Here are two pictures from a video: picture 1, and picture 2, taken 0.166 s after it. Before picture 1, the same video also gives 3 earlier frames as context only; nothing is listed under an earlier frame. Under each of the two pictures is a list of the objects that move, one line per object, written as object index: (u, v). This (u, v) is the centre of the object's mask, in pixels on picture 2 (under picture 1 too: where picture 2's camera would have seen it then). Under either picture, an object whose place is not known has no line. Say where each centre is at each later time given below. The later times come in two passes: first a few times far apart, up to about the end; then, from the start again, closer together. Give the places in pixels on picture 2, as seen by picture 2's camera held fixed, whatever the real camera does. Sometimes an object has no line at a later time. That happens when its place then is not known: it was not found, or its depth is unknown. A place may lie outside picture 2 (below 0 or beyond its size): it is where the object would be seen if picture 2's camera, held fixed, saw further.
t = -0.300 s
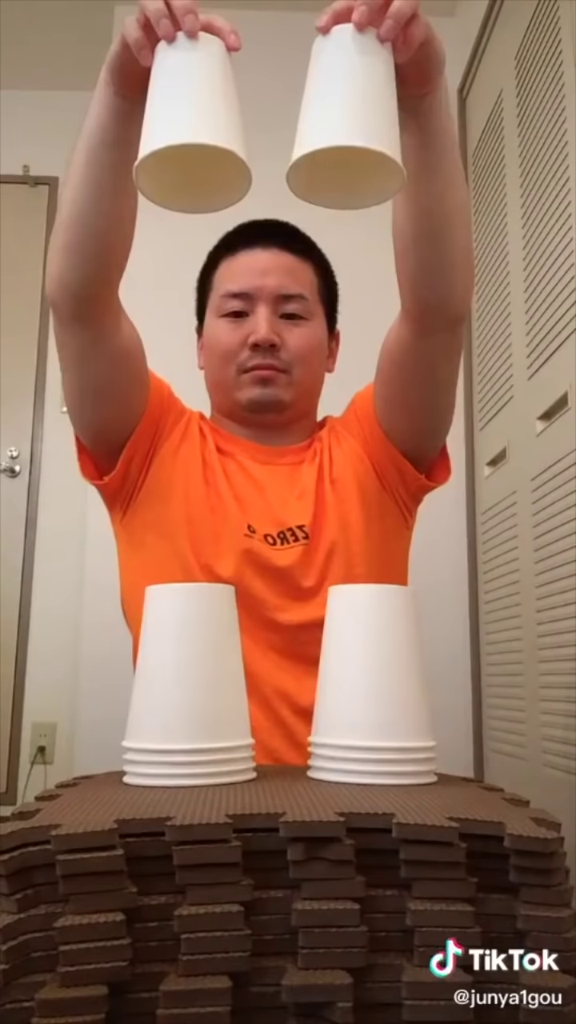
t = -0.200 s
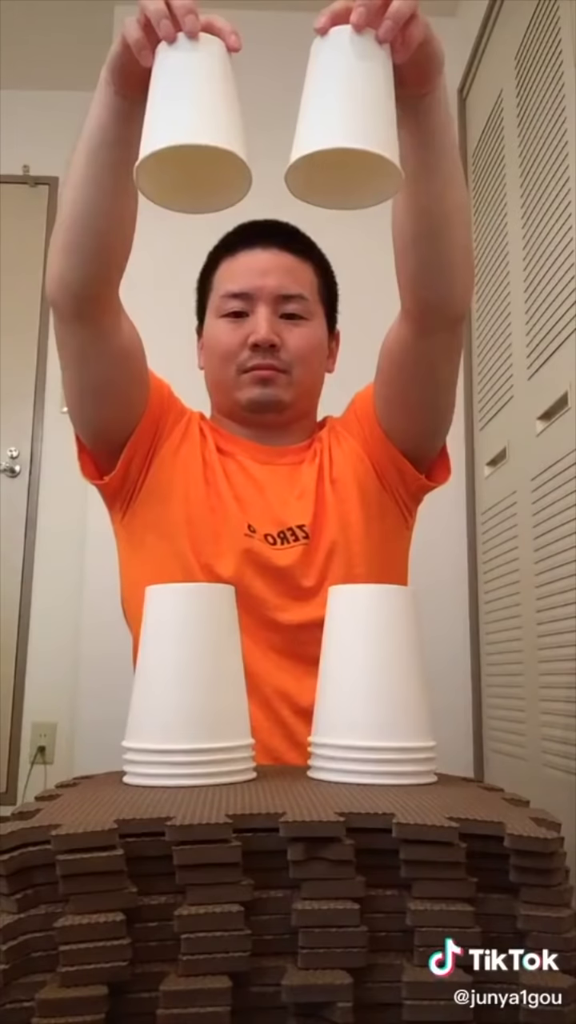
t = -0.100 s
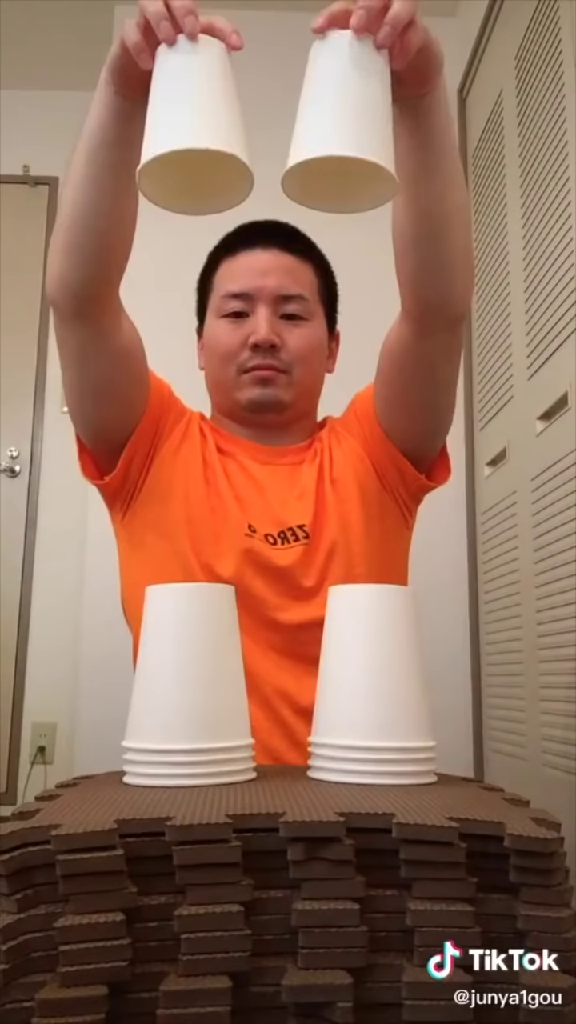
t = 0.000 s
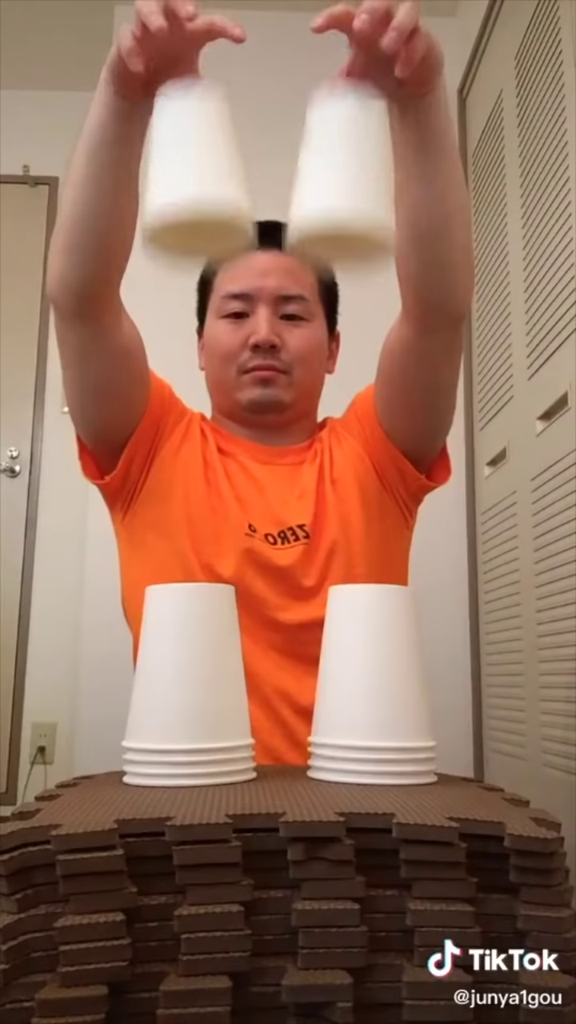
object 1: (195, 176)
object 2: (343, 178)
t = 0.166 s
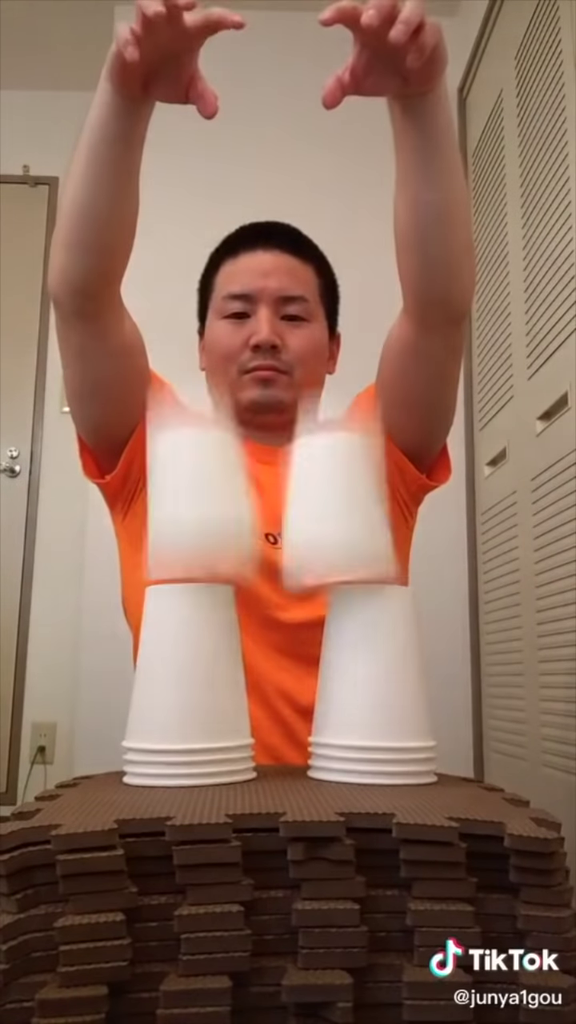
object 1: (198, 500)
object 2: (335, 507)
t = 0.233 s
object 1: (161, 538)
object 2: (360, 548)
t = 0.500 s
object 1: (171, 568)
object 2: (398, 581)
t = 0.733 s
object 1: (185, 650)
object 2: (384, 601)
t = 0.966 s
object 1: (185, 653)
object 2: (382, 657)
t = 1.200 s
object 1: (185, 654)
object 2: (381, 659)
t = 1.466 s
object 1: (184, 654)
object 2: (381, 661)
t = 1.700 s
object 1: (184, 654)
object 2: (383, 661)
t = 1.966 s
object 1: (185, 654)
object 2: (383, 661)
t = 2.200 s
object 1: (197, 652)
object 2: (397, 658)
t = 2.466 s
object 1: (186, 651)
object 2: (393, 660)
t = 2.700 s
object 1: (178, 654)
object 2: (394, 661)
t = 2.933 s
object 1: (179, 654)
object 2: (394, 660)
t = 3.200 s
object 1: (179, 653)
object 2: (394, 661)
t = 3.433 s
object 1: (179, 653)
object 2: (394, 662)
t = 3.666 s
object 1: (178, 654)
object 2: (394, 661)
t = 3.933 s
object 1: (179, 654)
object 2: (394, 660)
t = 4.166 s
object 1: (179, 653)
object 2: (391, 661)
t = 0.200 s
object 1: (188, 523)
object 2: (337, 528)
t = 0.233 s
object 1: (161, 538)
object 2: (360, 548)
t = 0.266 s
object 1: (136, 563)
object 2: (368, 560)
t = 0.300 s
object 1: (130, 556)
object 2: (382, 570)
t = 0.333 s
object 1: (129, 555)
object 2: (392, 571)
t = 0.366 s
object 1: (134, 549)
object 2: (398, 573)
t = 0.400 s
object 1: (139, 552)
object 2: (401, 576)
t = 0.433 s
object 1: (152, 556)
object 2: (403, 578)
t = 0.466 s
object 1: (163, 559)
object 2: (401, 580)
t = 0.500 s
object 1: (171, 568)
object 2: (398, 581)
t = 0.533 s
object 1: (176, 580)
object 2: (395, 581)
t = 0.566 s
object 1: (182, 593)
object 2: (392, 582)
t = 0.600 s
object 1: (184, 609)
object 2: (390, 582)
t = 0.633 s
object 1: (186, 633)
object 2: (388, 584)
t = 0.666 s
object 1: (186, 641)
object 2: (386, 588)
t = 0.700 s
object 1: (184, 647)
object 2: (385, 593)
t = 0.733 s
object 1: (185, 650)
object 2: (384, 601)
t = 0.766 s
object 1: (185, 653)
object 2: (383, 611)
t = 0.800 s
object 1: (185, 652)
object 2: (382, 627)
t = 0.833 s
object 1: (185, 651)
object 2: (382, 641)
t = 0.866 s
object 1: (185, 652)
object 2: (381, 650)
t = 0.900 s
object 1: (185, 651)
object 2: (381, 653)
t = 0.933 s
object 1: (185, 652)
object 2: (381, 654)
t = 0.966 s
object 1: (185, 653)
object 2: (382, 657)
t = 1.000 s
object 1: (185, 653)
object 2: (381, 657)
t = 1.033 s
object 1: (184, 654)
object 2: (381, 657)
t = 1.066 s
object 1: (185, 654)
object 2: (381, 659)
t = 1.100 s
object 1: (185, 654)
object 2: (381, 658)
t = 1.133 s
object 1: (185, 653)
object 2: (381, 658)
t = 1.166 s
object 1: (185, 654)
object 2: (381, 660)
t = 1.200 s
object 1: (185, 654)
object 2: (381, 659)
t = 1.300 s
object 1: (185, 653)
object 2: (382, 660)
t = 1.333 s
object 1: (184, 653)
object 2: (381, 660)
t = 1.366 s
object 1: (184, 653)
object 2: (381, 661)
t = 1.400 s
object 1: (184, 654)
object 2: (381, 661)
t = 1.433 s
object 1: (184, 654)
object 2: (381, 661)
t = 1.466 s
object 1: (184, 654)
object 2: (381, 661)
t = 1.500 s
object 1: (184, 654)
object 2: (380, 662)
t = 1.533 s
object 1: (184, 653)
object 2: (381, 661)
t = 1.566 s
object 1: (186, 654)
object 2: (382, 662)
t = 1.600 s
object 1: (184, 654)
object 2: (382, 662)
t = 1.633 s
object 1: (186, 654)
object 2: (383, 661)
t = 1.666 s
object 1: (186, 654)
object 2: (383, 662)
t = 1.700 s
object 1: (184, 654)
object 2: (383, 661)
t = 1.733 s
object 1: (185, 654)
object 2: (383, 661)
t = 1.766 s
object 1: (185, 654)
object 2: (383, 661)
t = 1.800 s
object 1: (185, 654)
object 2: (383, 661)
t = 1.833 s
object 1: (185, 654)
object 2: (383, 661)
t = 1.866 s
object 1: (185, 654)
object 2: (383, 661)
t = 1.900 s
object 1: (185, 654)
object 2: (383, 661)
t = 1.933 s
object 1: (185, 654)
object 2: (383, 661)
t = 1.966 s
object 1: (185, 654)
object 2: (383, 661)
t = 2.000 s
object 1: (185, 654)
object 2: (383, 661)
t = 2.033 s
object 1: (185, 654)
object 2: (383, 661)
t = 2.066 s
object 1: (185, 654)
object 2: (383, 661)
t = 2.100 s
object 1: (184, 653)
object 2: (382, 660)
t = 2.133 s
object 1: (184, 651)
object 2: (383, 657)
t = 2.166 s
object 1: (191, 652)
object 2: (392, 660)
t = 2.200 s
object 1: (197, 652)
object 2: (397, 658)
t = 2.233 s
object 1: (196, 649)
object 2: (394, 655)
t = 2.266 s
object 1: (188, 645)
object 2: (390, 653)
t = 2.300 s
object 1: (180, 646)
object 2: (390, 654)
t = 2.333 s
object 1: (173, 648)
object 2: (391, 660)
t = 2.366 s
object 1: (171, 650)
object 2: (393, 661)
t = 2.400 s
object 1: (173, 651)
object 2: (393, 660)
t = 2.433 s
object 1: (180, 651)
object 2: (393, 661)
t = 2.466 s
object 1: (186, 651)
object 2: (393, 660)
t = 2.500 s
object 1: (188, 651)
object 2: (394, 660)
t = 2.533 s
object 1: (184, 652)
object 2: (394, 661)
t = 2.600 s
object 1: (178, 653)
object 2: (394, 660)
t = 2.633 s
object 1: (180, 653)
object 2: (394, 660)
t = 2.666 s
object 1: (178, 654)
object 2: (394, 661)
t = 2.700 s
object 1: (178, 654)
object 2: (394, 661)
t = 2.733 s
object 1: (179, 654)
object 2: (394, 661)
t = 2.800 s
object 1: (178, 654)
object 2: (394, 661)
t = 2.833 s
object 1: (179, 653)
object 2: (394, 661)
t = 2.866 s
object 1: (179, 653)
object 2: (394, 661)
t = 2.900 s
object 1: (179, 653)
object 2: (394, 661)
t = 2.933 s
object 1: (179, 654)
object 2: (394, 660)
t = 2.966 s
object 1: (179, 653)
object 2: (393, 661)
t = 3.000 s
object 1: (179, 654)
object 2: (394, 661)
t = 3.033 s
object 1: (179, 654)
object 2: (394, 661)
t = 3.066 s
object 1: (179, 654)
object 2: (394, 661)
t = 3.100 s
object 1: (179, 653)
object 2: (394, 660)
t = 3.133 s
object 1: (178, 653)
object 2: (394, 661)
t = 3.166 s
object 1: (178, 654)
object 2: (394, 661)
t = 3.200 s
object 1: (179, 653)
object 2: (394, 661)
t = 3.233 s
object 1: (179, 654)
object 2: (394, 661)
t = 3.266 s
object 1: (179, 654)
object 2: (394, 661)
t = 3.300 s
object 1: (179, 654)
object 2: (394, 661)
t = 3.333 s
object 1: (179, 653)
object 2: (394, 661)
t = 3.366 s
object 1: (179, 654)
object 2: (394, 661)
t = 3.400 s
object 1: (179, 653)
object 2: (394, 661)
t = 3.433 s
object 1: (179, 653)
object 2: (394, 662)
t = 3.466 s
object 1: (179, 653)
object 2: (394, 661)
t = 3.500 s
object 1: (179, 654)
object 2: (394, 661)
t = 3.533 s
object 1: (179, 654)
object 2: (394, 661)
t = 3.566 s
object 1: (179, 654)
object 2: (394, 662)
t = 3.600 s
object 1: (179, 654)
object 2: (394, 661)
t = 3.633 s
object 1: (179, 654)
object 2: (394, 662)
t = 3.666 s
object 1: (178, 654)
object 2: (394, 661)
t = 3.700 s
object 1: (179, 654)
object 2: (394, 661)
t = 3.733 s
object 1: (179, 654)
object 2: (394, 661)
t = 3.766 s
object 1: (179, 654)
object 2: (394, 661)
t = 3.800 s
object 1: (179, 653)
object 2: (394, 660)
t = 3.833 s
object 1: (179, 653)
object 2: (394, 661)
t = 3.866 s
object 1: (179, 654)
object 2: (394, 660)
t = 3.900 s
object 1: (179, 654)
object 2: (394, 661)
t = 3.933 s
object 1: (179, 654)
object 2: (394, 660)
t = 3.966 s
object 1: (179, 654)
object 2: (394, 661)
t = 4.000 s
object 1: (179, 654)
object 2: (394, 660)
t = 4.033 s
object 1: (179, 653)
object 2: (394, 660)
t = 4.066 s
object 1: (178, 654)
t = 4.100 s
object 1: (176, 653)
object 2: (391, 661)
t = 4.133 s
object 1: (177, 653)
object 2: (392, 660)
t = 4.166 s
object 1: (179, 653)
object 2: (391, 661)
